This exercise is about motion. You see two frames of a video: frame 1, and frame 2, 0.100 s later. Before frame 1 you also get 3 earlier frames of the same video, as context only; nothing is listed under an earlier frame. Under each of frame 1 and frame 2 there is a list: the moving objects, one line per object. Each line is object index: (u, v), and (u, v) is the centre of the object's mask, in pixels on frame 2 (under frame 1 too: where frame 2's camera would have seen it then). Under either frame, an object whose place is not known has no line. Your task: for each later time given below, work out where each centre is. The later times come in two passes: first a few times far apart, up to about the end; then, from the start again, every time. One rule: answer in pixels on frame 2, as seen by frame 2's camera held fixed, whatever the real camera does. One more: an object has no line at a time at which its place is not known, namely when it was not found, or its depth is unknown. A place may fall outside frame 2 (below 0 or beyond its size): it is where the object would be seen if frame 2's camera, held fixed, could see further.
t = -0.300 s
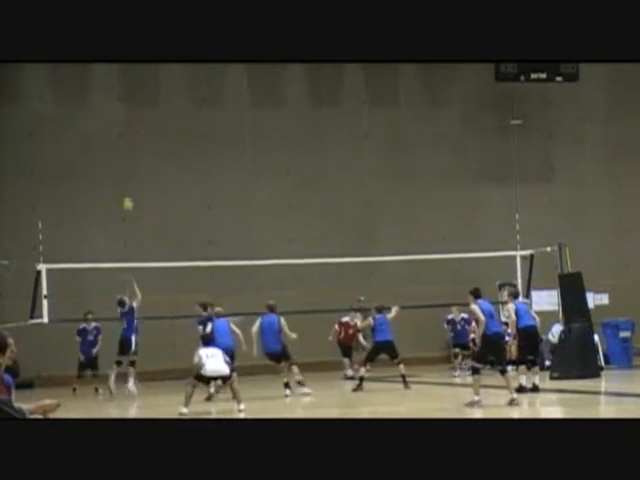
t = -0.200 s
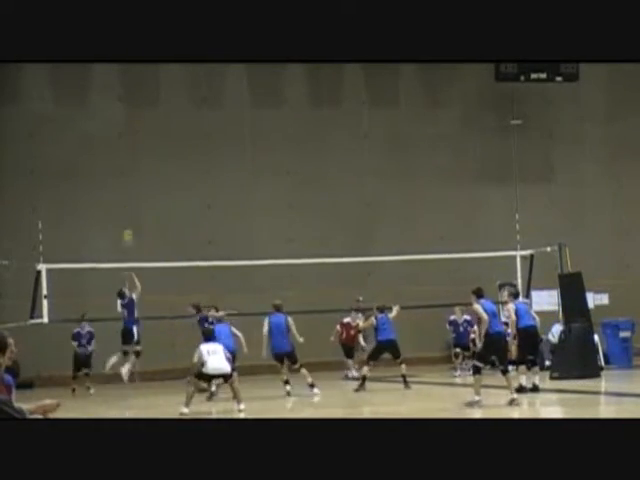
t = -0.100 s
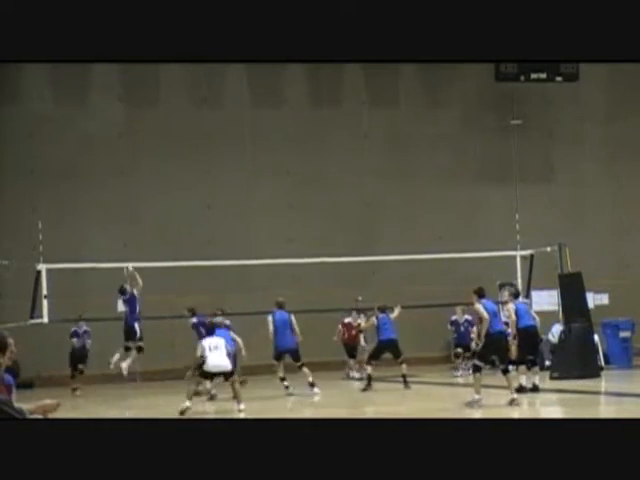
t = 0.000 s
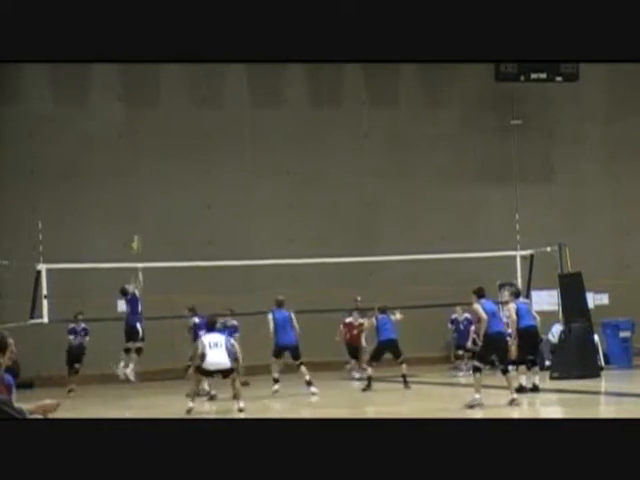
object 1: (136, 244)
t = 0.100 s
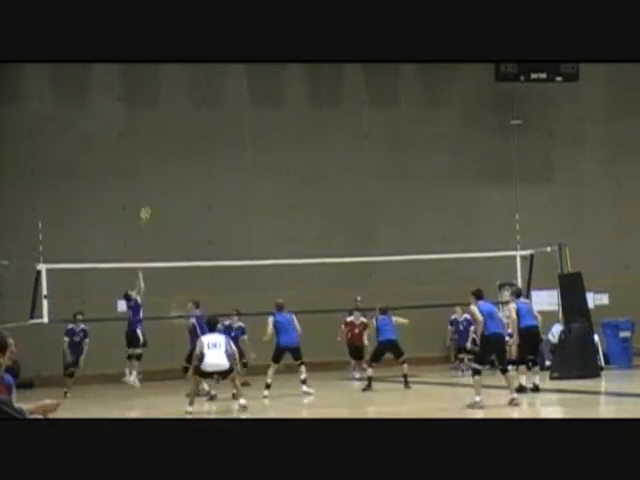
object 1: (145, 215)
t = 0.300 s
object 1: (162, 172)
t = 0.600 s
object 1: (187, 151)
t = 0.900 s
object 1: (214, 171)
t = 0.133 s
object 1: (148, 206)
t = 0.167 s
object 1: (150, 199)
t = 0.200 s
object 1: (153, 191)
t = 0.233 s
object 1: (156, 184)
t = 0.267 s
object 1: (159, 178)
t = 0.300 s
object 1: (162, 172)
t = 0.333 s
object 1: (165, 168)
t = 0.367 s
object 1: (167, 164)
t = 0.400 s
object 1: (170, 161)
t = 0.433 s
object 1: (173, 157)
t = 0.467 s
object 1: (176, 155)
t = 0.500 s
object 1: (178, 153)
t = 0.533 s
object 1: (181, 152)
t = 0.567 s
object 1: (184, 151)
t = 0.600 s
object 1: (187, 151)
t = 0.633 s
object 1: (191, 151)
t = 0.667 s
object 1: (193, 152)
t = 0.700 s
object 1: (196, 153)
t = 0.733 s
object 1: (199, 155)
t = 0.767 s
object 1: (202, 157)
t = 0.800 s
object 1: (204, 160)
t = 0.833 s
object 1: (207, 164)
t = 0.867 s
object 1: (210, 167)
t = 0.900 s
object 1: (214, 171)
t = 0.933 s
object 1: (216, 177)
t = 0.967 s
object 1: (219, 183)
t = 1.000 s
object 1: (222, 189)
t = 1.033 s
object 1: (225, 195)
